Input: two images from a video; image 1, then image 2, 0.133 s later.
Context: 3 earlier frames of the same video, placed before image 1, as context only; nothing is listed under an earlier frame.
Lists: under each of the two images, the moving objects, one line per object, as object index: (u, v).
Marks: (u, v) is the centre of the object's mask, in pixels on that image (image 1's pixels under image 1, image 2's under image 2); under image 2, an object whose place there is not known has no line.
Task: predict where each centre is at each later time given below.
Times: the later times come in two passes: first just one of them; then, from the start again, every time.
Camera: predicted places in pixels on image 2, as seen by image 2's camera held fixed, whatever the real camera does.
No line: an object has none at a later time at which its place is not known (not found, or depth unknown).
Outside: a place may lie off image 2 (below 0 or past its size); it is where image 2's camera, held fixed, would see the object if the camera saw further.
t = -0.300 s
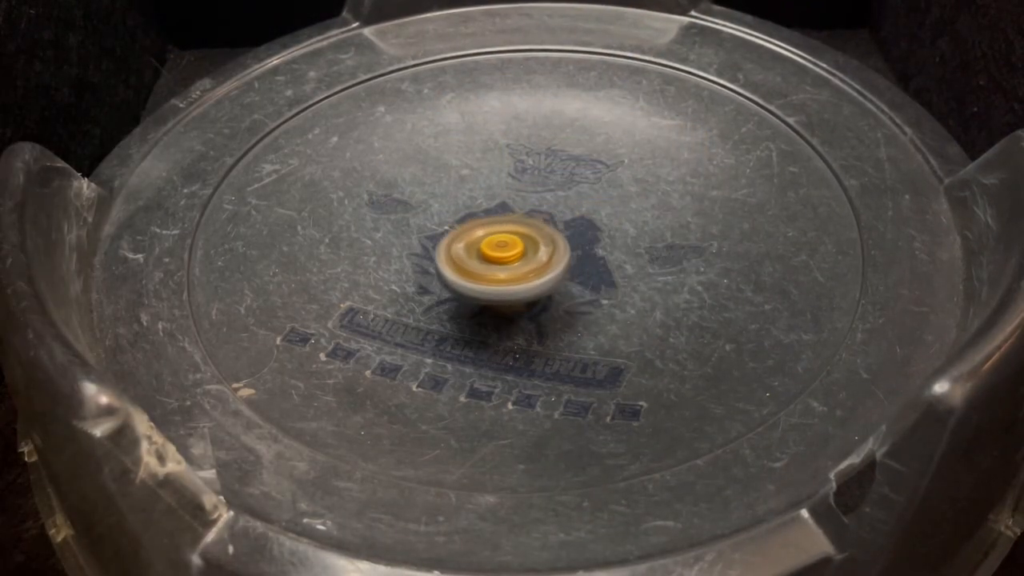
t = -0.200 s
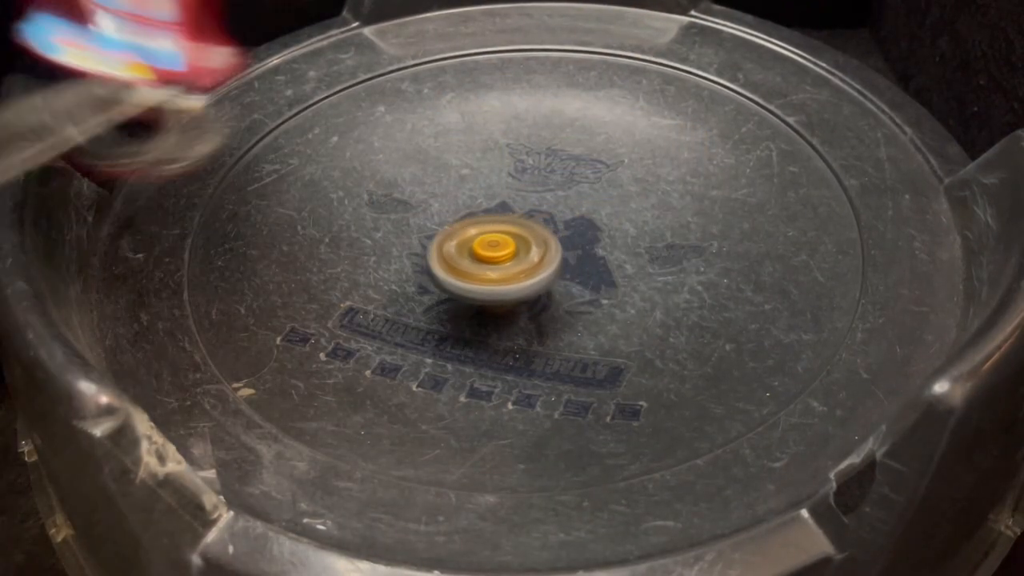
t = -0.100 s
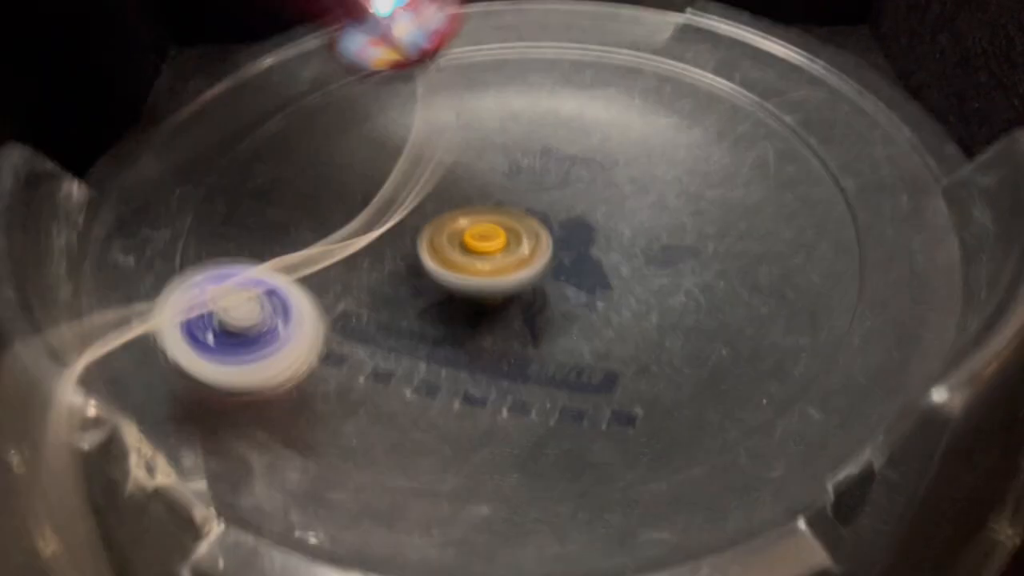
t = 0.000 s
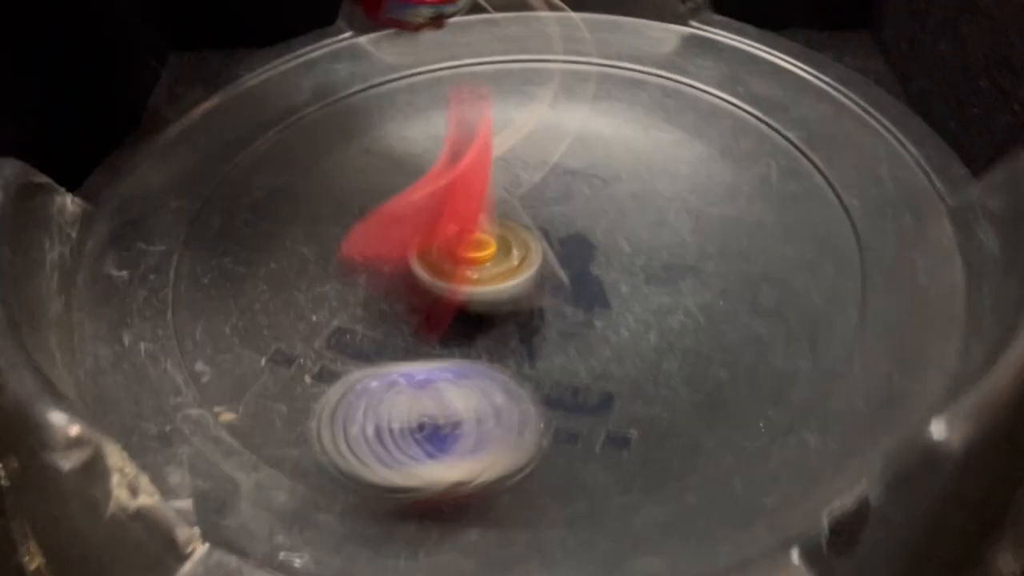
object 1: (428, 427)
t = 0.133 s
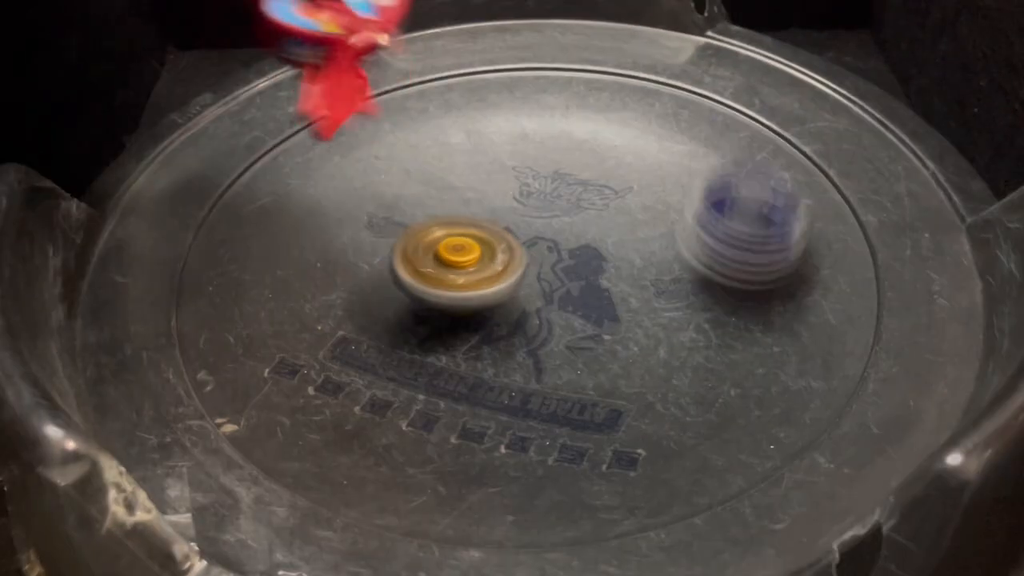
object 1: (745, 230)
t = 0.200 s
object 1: (738, 96)
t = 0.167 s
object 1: (751, 164)
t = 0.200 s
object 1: (738, 96)
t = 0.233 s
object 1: (695, 43)
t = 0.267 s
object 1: (644, 25)
